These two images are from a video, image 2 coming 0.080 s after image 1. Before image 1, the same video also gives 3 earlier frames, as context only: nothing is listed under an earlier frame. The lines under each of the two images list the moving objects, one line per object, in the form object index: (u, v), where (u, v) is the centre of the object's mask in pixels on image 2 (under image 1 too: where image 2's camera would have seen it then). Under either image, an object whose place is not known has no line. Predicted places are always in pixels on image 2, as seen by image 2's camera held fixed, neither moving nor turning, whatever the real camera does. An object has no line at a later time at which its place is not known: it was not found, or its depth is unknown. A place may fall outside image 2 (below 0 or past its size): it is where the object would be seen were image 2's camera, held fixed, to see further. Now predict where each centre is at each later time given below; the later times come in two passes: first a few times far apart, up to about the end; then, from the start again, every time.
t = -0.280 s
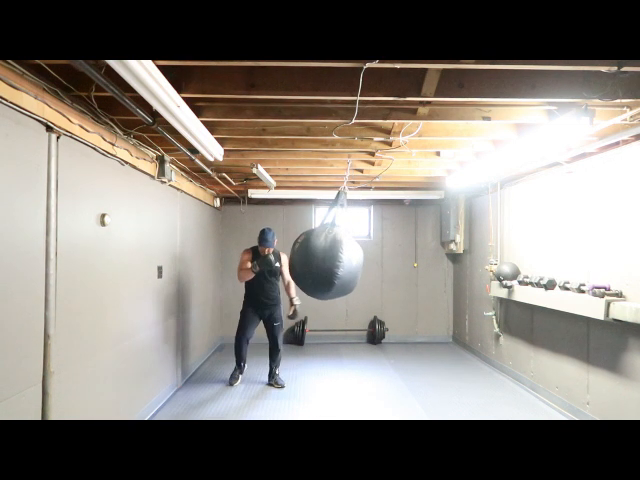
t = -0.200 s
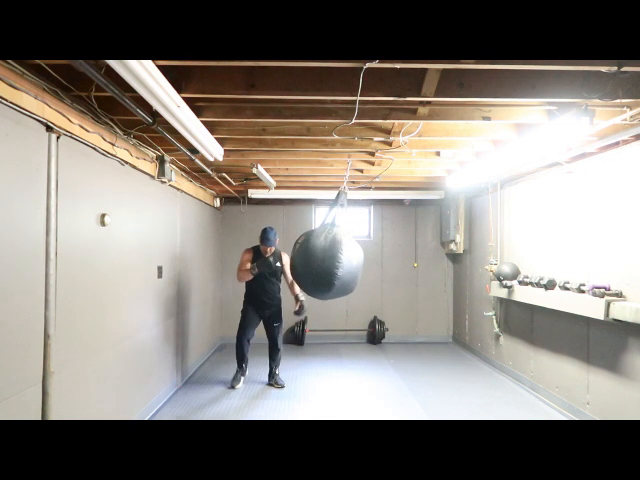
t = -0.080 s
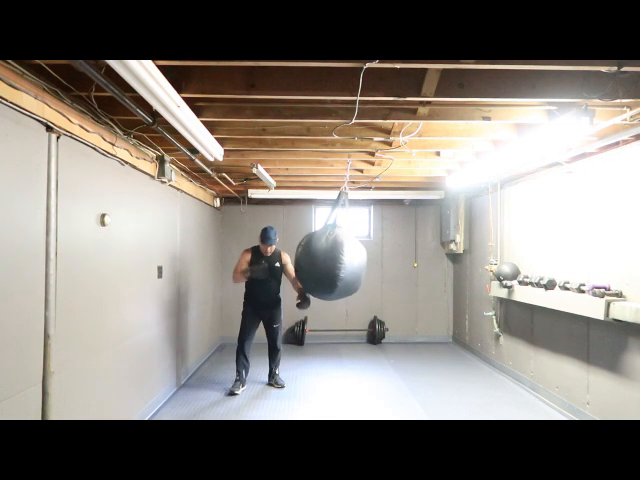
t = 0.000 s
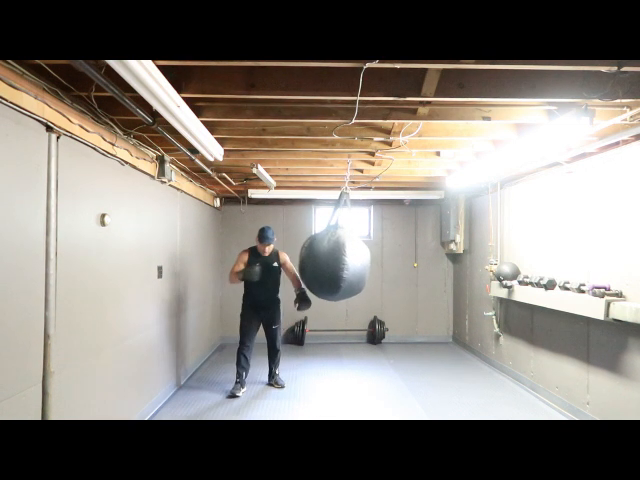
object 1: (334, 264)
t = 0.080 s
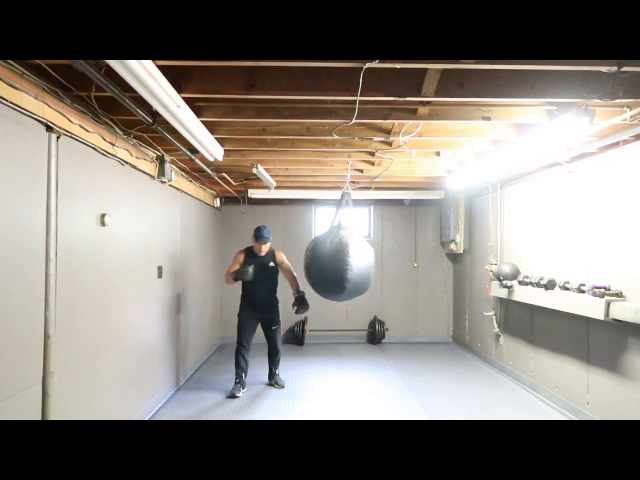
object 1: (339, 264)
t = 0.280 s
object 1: (354, 264)
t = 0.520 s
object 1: (368, 262)
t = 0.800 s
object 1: (372, 262)
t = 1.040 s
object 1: (362, 263)
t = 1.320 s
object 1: (342, 264)
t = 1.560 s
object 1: (329, 262)
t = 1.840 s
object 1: (327, 262)
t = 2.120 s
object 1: (342, 264)
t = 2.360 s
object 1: (359, 263)
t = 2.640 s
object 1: (371, 259)
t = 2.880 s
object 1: (370, 260)
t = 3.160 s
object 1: (354, 264)
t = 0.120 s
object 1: (342, 265)
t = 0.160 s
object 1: (345, 265)
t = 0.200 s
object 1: (348, 265)
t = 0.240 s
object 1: (351, 264)
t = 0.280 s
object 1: (354, 264)
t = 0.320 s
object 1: (357, 264)
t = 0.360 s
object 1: (359, 263)
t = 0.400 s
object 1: (362, 263)
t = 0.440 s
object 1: (364, 263)
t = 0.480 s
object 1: (366, 263)
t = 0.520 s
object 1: (368, 262)
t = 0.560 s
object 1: (370, 262)
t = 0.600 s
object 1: (371, 262)
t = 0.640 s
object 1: (372, 262)
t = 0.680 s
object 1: (372, 262)
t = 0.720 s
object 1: (373, 262)
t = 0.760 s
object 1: (373, 262)
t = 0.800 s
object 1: (372, 262)
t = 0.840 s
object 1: (371, 262)
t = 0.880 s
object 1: (370, 263)
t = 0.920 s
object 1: (368, 263)
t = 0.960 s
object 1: (366, 263)
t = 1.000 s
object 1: (364, 263)
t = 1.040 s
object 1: (362, 263)
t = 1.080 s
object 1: (360, 264)
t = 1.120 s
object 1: (357, 264)
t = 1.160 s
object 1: (354, 264)
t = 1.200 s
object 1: (351, 265)
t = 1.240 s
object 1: (348, 264)
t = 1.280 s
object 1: (345, 264)
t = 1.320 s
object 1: (342, 264)
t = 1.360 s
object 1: (339, 264)
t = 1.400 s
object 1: (337, 263)
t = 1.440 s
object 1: (334, 263)
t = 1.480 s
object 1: (332, 263)
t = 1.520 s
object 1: (330, 262)
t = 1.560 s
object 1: (329, 262)
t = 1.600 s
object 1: (328, 262)
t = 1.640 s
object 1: (326, 262)
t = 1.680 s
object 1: (326, 262)
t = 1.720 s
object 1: (326, 262)
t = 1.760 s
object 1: (326, 262)
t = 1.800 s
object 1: (327, 262)
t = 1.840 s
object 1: (327, 262)
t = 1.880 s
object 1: (329, 262)
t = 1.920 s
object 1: (330, 263)
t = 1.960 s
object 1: (332, 263)
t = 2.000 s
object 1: (334, 263)
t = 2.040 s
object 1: (337, 264)
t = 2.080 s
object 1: (339, 264)
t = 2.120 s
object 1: (342, 264)
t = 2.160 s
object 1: (345, 264)
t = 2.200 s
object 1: (348, 264)
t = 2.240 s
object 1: (351, 264)
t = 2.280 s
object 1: (354, 264)
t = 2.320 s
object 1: (357, 263)
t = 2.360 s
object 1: (359, 263)
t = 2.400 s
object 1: (362, 263)
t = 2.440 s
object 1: (364, 262)
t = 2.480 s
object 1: (366, 262)
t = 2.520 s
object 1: (368, 261)
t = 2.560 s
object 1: (370, 262)
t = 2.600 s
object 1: (371, 261)
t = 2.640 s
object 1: (371, 259)
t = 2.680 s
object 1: (372, 261)
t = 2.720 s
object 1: (372, 261)
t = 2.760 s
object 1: (372, 261)
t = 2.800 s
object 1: (372, 262)
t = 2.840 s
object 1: (371, 262)
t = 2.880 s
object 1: (370, 260)
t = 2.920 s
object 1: (369, 262)
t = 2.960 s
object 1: (367, 260)
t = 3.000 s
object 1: (365, 263)
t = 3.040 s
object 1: (363, 261)
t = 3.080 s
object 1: (360, 262)
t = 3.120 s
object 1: (357, 262)
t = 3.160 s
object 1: (354, 264)
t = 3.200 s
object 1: (351, 264)
